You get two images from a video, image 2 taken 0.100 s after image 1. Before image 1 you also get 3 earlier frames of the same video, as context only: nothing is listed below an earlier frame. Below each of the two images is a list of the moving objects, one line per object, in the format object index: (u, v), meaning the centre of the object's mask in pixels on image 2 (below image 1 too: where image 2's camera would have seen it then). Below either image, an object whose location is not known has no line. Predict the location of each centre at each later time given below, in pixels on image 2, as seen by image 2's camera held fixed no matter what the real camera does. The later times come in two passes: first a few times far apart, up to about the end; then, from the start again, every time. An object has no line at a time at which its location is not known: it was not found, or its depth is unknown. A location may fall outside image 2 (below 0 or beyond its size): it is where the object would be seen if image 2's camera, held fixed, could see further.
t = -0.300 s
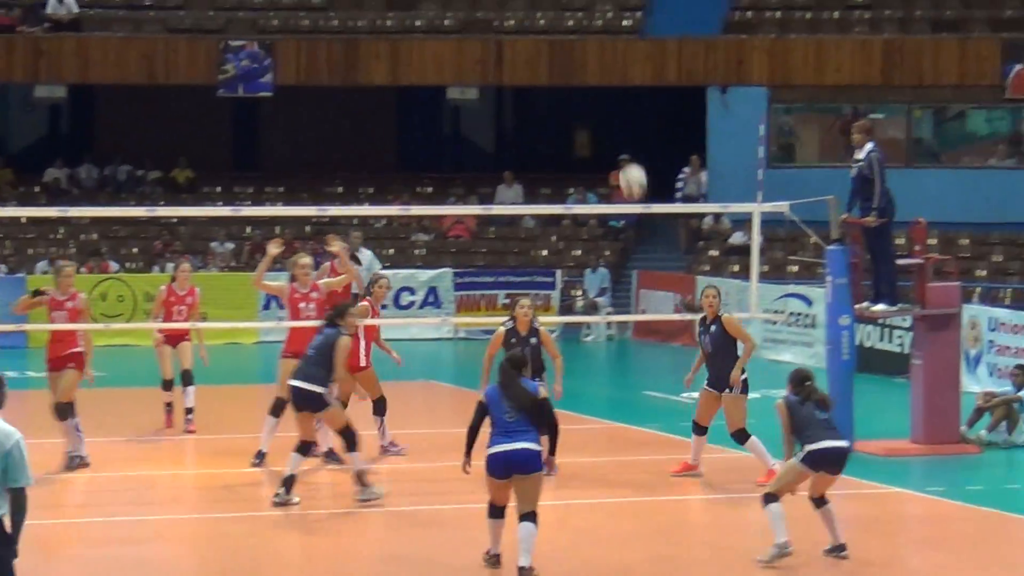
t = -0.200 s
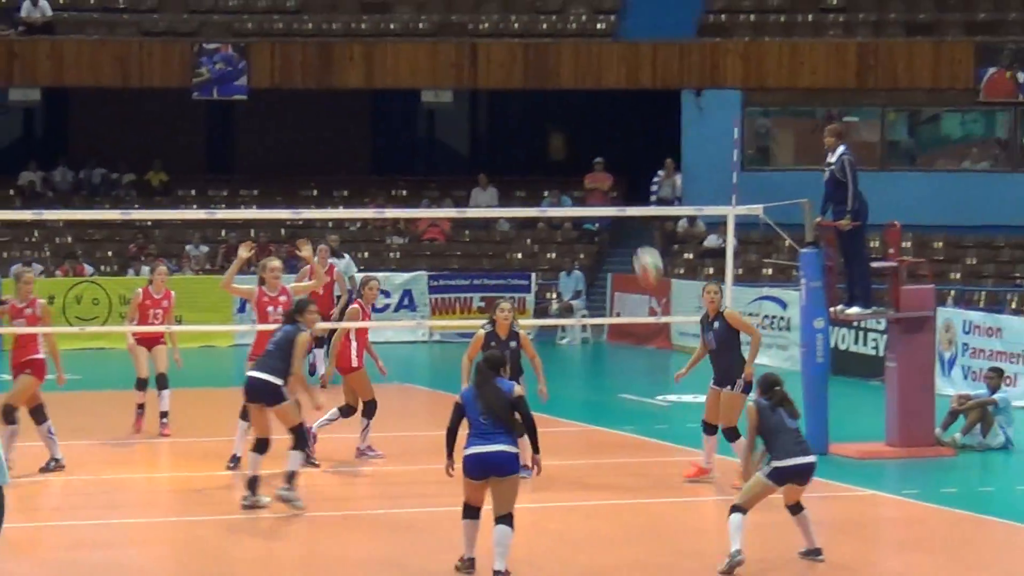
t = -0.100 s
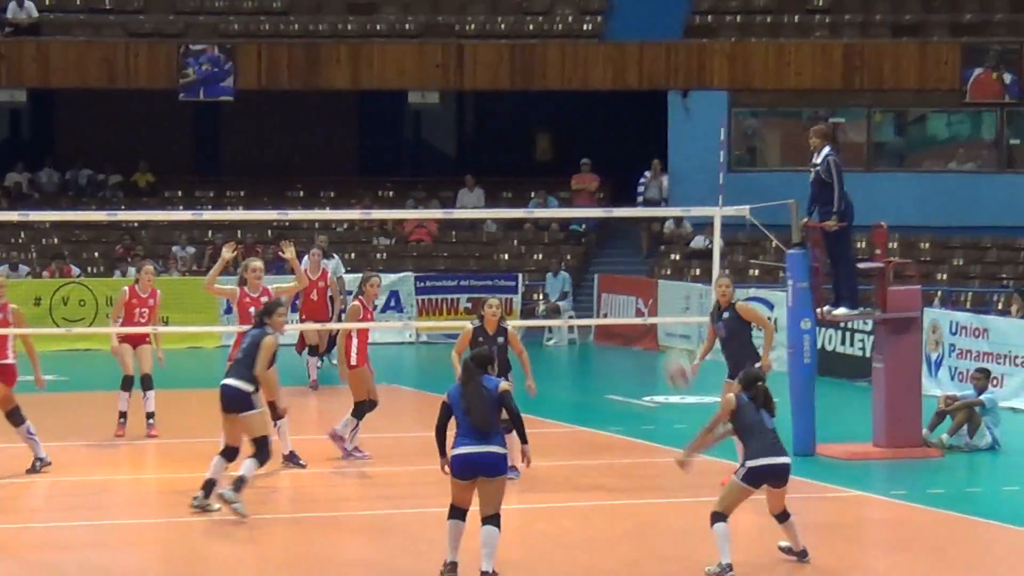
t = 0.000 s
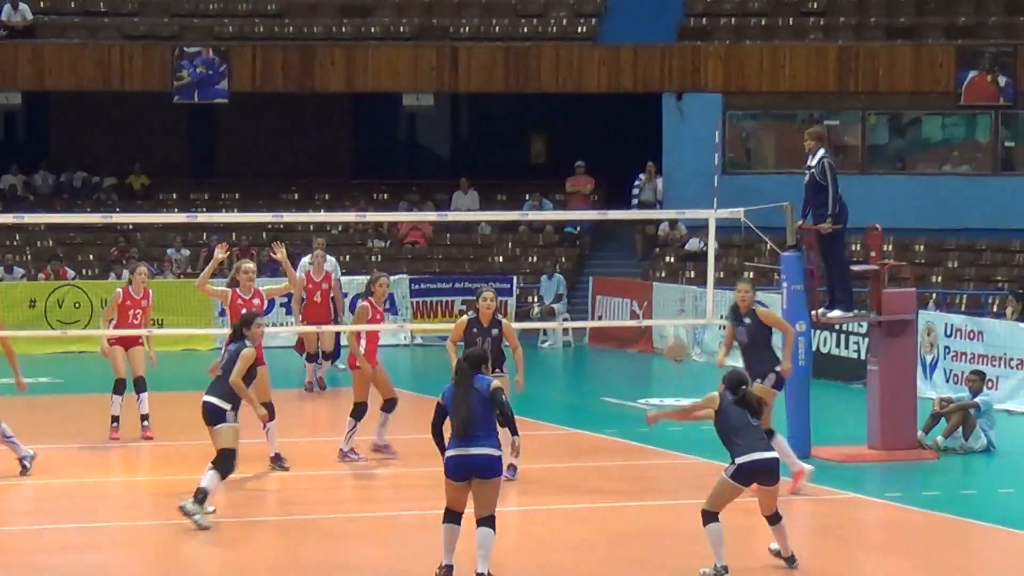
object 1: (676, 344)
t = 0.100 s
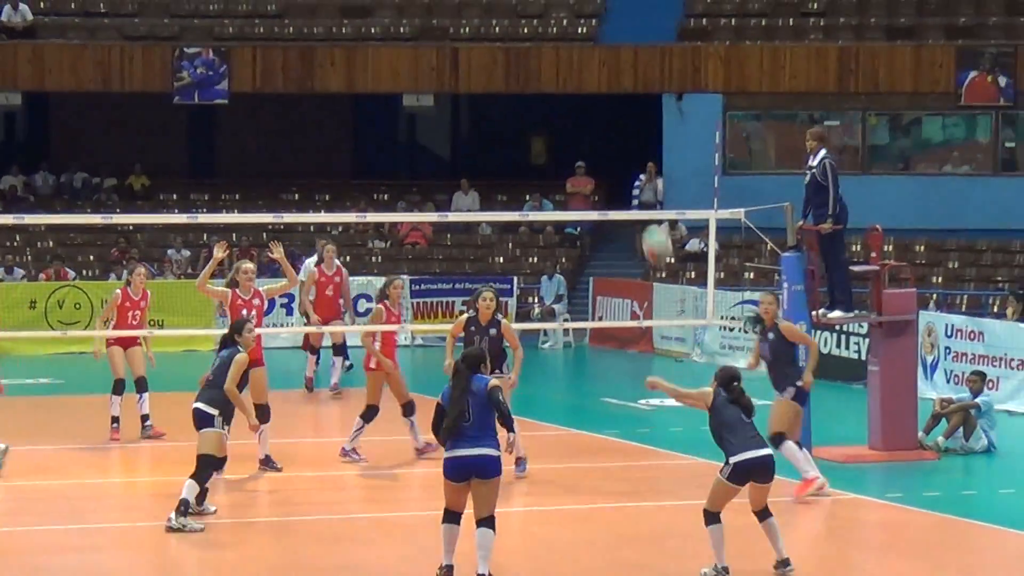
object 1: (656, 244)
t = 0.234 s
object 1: (633, 138)
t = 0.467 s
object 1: (593, 18)
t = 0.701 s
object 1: (553, -23)
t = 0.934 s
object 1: (515, 4)
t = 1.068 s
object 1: (495, 50)
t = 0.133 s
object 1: (650, 215)
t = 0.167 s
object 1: (644, 187)
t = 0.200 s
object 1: (639, 161)
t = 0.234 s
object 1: (633, 138)
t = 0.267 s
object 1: (627, 116)
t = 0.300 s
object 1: (621, 96)
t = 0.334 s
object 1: (615, 77)
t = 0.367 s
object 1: (610, 60)
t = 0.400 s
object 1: (604, 45)
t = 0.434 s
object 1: (598, 31)
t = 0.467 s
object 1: (593, 18)
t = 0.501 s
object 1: (587, 8)
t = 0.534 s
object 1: (581, -1)
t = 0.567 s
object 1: (576, -9)
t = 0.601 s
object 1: (570, -14)
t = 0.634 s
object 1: (565, -19)
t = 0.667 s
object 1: (559, -21)
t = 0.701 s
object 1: (553, -23)
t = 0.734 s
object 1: (548, -23)
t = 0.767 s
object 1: (542, -22)
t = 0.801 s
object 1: (537, -19)
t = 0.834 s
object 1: (532, -15)
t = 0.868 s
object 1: (526, -10)
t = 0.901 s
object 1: (521, -3)
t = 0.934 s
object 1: (515, 4)
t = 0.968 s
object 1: (510, 14)
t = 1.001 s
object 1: (505, 25)
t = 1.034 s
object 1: (500, 37)
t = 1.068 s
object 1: (495, 50)
